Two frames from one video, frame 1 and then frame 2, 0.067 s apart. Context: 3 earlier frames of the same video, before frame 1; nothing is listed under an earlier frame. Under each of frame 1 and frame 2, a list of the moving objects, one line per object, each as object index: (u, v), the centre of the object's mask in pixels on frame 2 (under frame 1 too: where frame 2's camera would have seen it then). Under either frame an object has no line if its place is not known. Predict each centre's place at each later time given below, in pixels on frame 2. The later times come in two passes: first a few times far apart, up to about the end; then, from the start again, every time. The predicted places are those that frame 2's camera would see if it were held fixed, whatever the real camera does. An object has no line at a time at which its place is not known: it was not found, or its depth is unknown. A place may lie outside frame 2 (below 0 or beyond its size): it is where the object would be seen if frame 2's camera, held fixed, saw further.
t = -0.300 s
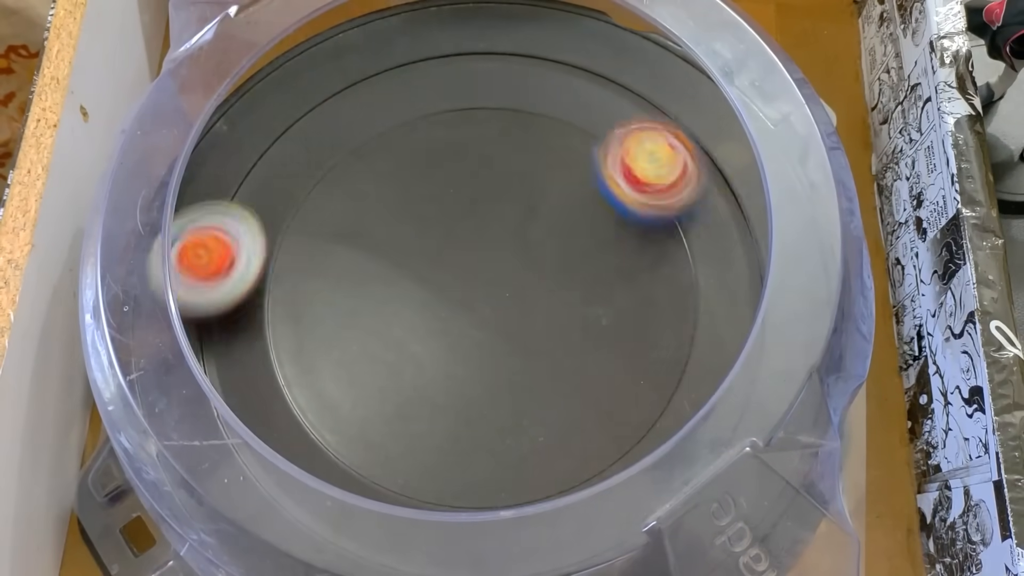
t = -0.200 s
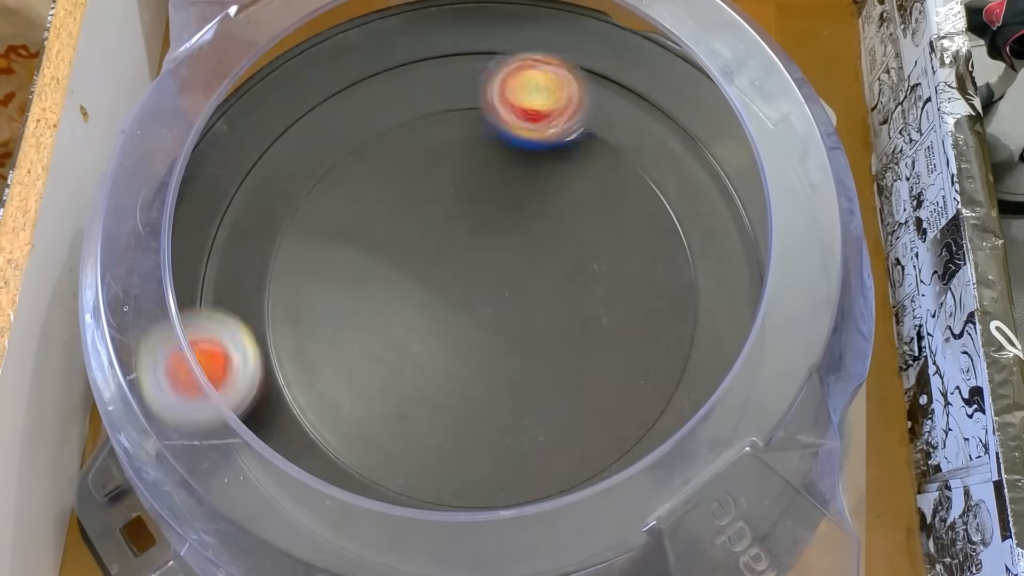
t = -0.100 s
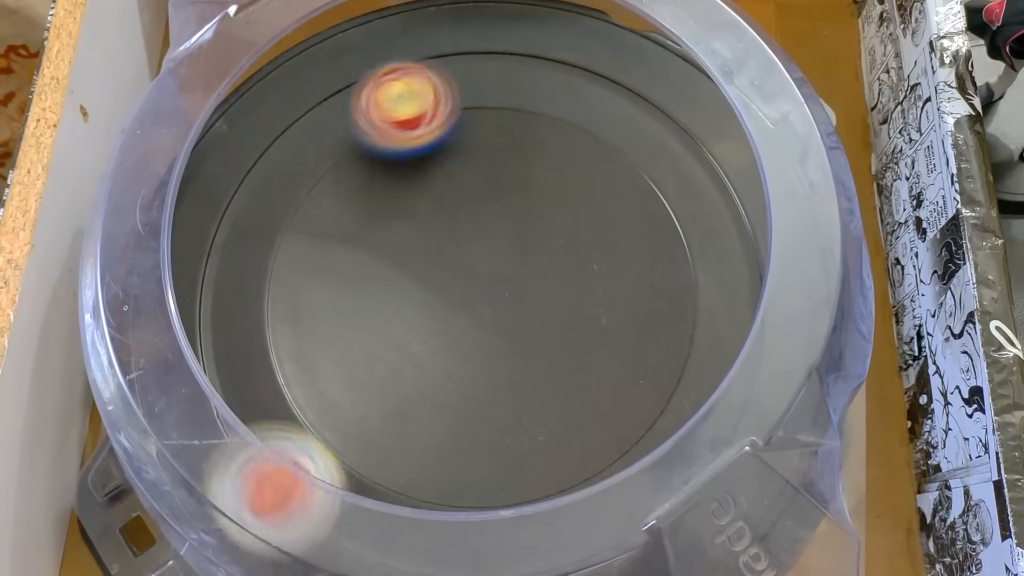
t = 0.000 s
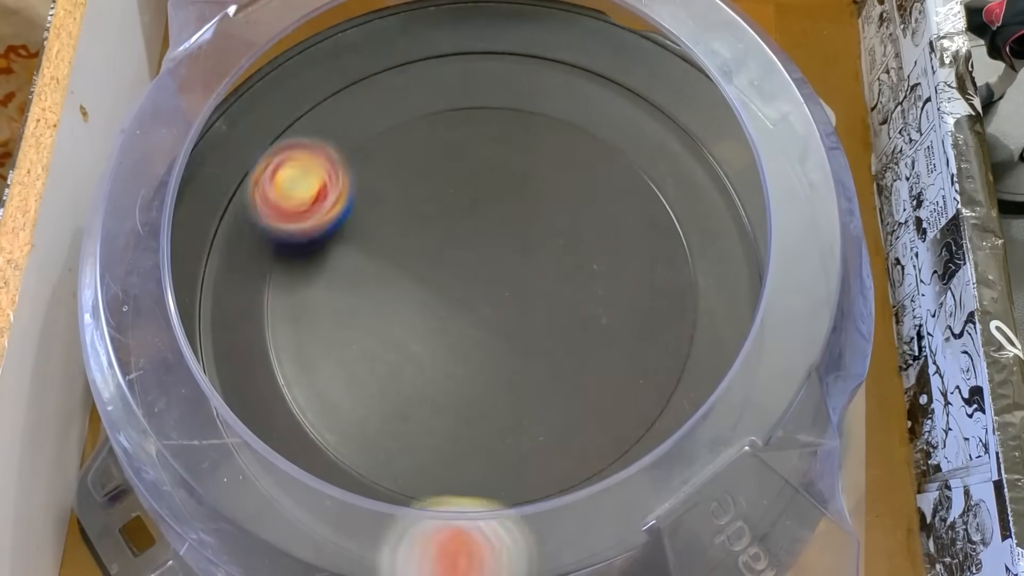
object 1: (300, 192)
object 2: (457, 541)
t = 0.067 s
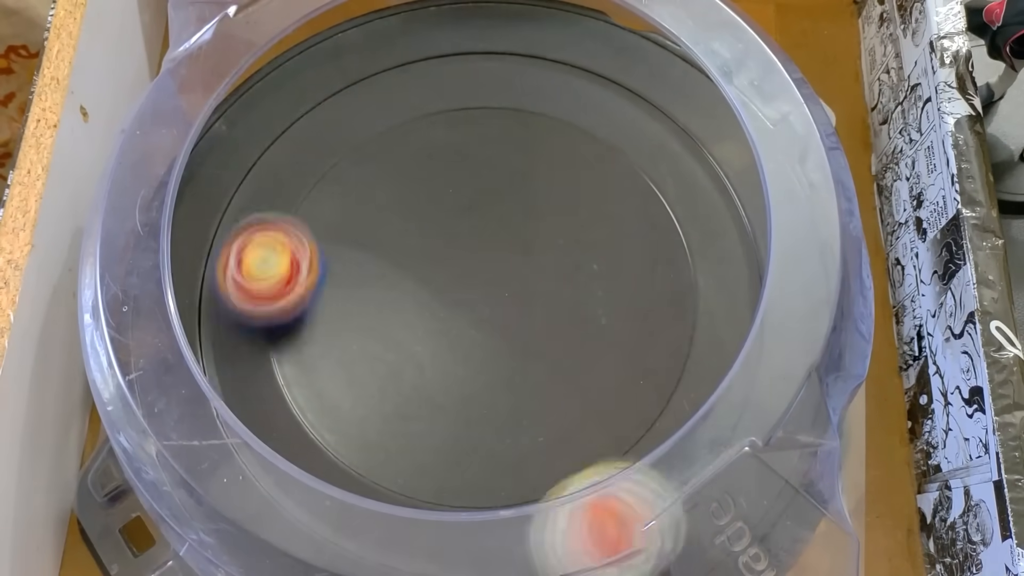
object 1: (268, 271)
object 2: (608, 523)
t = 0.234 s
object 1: (366, 456)
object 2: (746, 220)
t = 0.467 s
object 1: (662, 382)
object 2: (399, 45)
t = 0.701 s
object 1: (582, 120)
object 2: (211, 387)
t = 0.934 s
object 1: (309, 179)
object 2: (647, 504)
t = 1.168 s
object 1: (339, 444)
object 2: (675, 106)
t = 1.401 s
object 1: (639, 408)
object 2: (288, 104)
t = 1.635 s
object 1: (611, 140)
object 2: (277, 486)
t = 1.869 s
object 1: (344, 146)
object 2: (705, 453)
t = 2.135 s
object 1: (322, 430)
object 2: (591, 51)
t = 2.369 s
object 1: (620, 430)
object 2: (231, 178)
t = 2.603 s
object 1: (647, 173)
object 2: (340, 524)
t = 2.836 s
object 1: (397, 113)
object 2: (733, 406)
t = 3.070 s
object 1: (267, 333)
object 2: (613, 60)
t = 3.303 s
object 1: (484, 475)
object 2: (249, 147)
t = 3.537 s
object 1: (680, 304)
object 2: (286, 492)
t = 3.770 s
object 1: (495, 96)
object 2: (725, 428)
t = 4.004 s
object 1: (283, 223)
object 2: (631, 68)
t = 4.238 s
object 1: (360, 445)
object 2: (275, 118)
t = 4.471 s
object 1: (626, 402)
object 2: (236, 422)
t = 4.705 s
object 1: (637, 157)
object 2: (426, 508)
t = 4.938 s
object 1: (405, 112)
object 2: (637, 302)
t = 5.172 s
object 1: (284, 305)
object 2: (459, 83)
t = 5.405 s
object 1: (460, 464)
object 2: (261, 139)
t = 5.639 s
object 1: (673, 344)
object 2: (222, 352)
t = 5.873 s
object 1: (589, 135)
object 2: (446, 438)
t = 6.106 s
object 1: (366, 153)
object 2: (656, 235)
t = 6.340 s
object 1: (293, 358)
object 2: (526, 40)
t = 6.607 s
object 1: (524, 464)
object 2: (393, 71)
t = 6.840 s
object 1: (661, 288)
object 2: (346, 153)
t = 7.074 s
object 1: (519, 130)
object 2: (391, 392)
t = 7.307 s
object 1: (319, 199)
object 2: (663, 340)
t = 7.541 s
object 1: (320, 401)
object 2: (655, 128)
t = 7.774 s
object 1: (551, 436)
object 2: (560, 105)
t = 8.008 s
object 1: (626, 236)
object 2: (357, 223)
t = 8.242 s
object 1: (454, 139)
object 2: (434, 449)
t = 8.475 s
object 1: (321, 280)
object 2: (676, 380)
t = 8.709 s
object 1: (454, 427)
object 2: (641, 216)
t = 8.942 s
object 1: (609, 326)
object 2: (397, 181)
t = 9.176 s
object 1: (522, 182)
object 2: (290, 380)
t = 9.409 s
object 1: (373, 255)
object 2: (390, 516)
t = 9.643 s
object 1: (417, 389)
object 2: (445, 493)
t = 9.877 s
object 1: (530, 273)
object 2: (592, 438)
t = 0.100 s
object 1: (267, 315)
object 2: (671, 485)
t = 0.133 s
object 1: (275, 362)
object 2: (720, 425)
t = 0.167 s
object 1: (295, 400)
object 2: (750, 358)
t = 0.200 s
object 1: (326, 431)
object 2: (760, 286)
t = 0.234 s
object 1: (366, 456)
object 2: (746, 220)
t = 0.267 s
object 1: (409, 480)
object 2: (714, 163)
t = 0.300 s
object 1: (457, 488)
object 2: (678, 113)
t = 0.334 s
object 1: (508, 486)
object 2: (636, 75)
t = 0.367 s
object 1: (556, 473)
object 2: (579, 49)
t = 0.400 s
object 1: (594, 445)
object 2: (521, 39)
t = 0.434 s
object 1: (633, 415)
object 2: (459, 38)
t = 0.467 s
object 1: (662, 382)
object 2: (399, 45)
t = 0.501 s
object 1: (683, 343)
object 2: (340, 68)
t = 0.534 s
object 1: (692, 300)
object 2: (291, 101)
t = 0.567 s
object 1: (689, 253)
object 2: (247, 147)
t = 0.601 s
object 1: (674, 210)
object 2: (222, 201)
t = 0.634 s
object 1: (650, 174)
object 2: (199, 262)
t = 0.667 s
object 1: (620, 144)
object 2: (195, 325)
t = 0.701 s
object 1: (582, 120)
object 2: (211, 387)
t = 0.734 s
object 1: (542, 105)
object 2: (242, 449)
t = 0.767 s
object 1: (499, 98)
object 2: (293, 500)
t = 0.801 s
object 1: (455, 99)
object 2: (357, 529)
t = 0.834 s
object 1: (414, 108)
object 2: (431, 539)
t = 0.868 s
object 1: (375, 124)
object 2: (512, 539)
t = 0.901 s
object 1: (339, 149)
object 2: (584, 531)
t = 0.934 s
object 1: (309, 179)
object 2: (647, 504)
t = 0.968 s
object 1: (286, 214)
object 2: (700, 456)
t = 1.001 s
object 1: (271, 254)
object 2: (735, 392)
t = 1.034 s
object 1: (266, 296)
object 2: (758, 335)
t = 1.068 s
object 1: (269, 339)
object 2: (757, 266)
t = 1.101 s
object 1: (281, 380)
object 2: (731, 206)
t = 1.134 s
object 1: (307, 414)
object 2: (708, 152)
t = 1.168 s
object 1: (339, 444)
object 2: (675, 106)
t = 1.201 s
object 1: (377, 467)
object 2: (628, 70)
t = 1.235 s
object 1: (422, 484)
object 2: (575, 47)
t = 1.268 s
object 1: (471, 487)
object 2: (516, 39)
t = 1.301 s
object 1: (519, 483)
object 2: (454, 38)
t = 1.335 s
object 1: (564, 458)
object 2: (395, 46)
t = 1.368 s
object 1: (604, 437)
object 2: (337, 70)
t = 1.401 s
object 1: (639, 408)
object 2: (288, 104)
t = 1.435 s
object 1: (667, 373)
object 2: (247, 149)
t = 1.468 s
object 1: (686, 332)
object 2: (222, 202)
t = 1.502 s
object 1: (691, 289)
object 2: (202, 259)
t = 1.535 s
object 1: (684, 242)
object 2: (197, 321)
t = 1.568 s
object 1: (668, 204)
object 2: (207, 379)
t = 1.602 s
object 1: (642, 168)
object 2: (236, 437)
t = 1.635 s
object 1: (611, 140)
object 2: (277, 486)
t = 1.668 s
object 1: (576, 118)
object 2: (334, 522)
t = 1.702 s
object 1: (535, 104)
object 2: (393, 535)
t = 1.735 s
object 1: (494, 99)
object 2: (462, 541)
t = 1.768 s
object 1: (455, 100)
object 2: (534, 537)
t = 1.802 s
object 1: (414, 110)
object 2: (597, 528)
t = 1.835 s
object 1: (377, 124)
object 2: (653, 501)
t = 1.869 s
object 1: (344, 146)
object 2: (705, 453)
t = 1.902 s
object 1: (314, 174)
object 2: (737, 393)
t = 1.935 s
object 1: (290, 207)
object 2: (757, 338)
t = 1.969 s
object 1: (274, 243)
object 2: (761, 274)
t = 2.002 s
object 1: (265, 283)
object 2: (733, 216)
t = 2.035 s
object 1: (266, 325)
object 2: (715, 161)
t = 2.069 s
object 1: (274, 366)
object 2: (683, 114)
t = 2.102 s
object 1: (294, 401)
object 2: (642, 78)
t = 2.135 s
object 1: (322, 430)
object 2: (591, 51)
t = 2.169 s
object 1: (359, 458)
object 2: (533, 40)
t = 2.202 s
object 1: (400, 476)
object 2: (473, 38)
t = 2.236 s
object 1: (445, 475)
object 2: (413, 42)
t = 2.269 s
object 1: (494, 485)
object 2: (359, 60)
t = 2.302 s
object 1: (542, 476)
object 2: (306, 91)
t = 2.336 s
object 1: (583, 458)
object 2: (263, 131)
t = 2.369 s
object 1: (620, 430)
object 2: (231, 178)
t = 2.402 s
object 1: (648, 400)
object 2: (208, 231)
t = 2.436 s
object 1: (671, 365)
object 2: (198, 288)
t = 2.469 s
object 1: (686, 326)
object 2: (200, 347)
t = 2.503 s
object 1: (690, 284)
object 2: (215, 400)
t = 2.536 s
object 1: (684, 244)
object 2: (246, 451)
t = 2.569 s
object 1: (670, 207)
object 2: (289, 497)
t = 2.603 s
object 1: (647, 173)
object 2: (340, 524)
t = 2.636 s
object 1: (620, 147)
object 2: (398, 536)
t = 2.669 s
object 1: (587, 125)
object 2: (461, 542)
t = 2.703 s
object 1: (549, 110)
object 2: (525, 539)
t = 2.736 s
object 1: (512, 102)
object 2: (589, 530)
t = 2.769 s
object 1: (474, 99)
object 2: (649, 505)
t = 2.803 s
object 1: (435, 102)
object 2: (697, 464)
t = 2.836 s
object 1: (397, 113)
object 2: (733, 406)
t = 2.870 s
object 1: (364, 128)
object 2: (755, 353)
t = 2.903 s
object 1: (332, 153)
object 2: (764, 292)
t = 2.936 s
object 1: (305, 182)
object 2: (753, 231)
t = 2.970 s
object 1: (285, 215)
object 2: (723, 179)
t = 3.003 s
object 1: (272, 251)
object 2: (697, 132)
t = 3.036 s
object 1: (265, 291)
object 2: (659, 90)
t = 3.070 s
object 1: (267, 333)
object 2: (613, 60)
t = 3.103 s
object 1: (277, 370)
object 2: (555, 42)
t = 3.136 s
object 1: (296, 403)
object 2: (500, 37)
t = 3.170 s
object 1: (327, 431)
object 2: (442, 40)
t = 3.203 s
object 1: (361, 456)
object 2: (383, 50)
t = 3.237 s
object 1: (397, 473)
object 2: (333, 73)
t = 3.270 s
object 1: (442, 484)
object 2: (287, 105)
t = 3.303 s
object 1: (484, 475)
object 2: (249, 147)
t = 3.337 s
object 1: (526, 469)
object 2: (225, 196)
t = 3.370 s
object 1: (569, 461)
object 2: (205, 246)
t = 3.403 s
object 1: (599, 436)
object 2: (197, 301)
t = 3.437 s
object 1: (632, 411)
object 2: (202, 354)
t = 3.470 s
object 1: (656, 380)
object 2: (219, 406)
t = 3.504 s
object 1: (673, 344)
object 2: (247, 453)
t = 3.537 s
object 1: (680, 304)
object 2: (286, 492)
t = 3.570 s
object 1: (677, 263)
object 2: (331, 520)
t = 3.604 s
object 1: (668, 224)
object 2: (384, 534)
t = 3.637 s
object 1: (650, 190)
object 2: (444, 541)
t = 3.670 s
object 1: (627, 158)
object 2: (508, 540)
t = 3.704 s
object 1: (600, 133)
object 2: (573, 533)
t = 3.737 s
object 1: (533, 100)
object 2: (686, 477)
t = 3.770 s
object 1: (495, 96)
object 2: (725, 428)
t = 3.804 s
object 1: (456, 99)
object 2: (750, 372)
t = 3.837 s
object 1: (420, 105)
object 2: (765, 312)
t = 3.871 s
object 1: (384, 118)
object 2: (760, 253)
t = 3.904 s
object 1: (353, 139)
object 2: (731, 197)
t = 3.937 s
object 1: (325, 162)
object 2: (710, 148)
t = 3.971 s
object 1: (301, 191)
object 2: (673, 103)
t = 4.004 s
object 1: (283, 223)
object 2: (631, 68)
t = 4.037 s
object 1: (271, 259)
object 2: (578, 46)
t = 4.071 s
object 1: (267, 293)
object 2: (522, 37)
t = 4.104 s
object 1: (269, 332)
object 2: (465, 36)
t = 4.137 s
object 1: (281, 368)
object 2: (412, 43)
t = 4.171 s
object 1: (298, 398)
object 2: (361, 58)
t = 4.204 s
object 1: (326, 425)
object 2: (315, 86)
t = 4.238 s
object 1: (360, 445)
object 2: (275, 118)
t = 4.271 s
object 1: (398, 459)
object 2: (244, 158)
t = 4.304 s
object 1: (438, 467)
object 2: (224, 201)
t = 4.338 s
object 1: (479, 467)
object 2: (209, 245)
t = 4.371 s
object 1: (521, 461)
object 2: (198, 289)
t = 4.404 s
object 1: (559, 446)
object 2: (202, 337)
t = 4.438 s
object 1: (598, 427)
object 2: (216, 382)
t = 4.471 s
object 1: (626, 402)
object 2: (236, 422)
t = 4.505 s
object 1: (652, 372)
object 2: (260, 457)
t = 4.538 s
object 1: (668, 334)
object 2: (286, 484)
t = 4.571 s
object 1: (676, 296)
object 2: (315, 504)
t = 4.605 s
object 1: (677, 257)
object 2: (342, 516)
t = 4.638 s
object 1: (671, 219)
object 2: (370, 519)
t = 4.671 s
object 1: (658, 186)
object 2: (397, 517)
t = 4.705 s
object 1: (637, 157)
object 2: (426, 508)
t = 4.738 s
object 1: (610, 135)
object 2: (454, 493)
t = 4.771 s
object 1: (577, 119)
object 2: (486, 466)
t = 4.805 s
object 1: (543, 106)
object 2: (522, 451)
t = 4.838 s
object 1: (508, 99)
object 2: (562, 427)
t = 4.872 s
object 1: (472, 97)
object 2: (598, 392)
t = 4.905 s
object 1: (438, 101)
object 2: (623, 349)
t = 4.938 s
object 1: (405, 112)
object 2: (637, 302)
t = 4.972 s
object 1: (373, 127)
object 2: (637, 255)
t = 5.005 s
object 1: (344, 150)
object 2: (626, 210)
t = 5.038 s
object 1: (320, 174)
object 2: (605, 170)
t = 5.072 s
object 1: (303, 203)
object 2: (576, 136)
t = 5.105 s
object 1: (290, 235)
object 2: (539, 110)
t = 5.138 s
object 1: (284, 269)
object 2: (501, 92)
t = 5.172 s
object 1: (284, 305)
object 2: (459, 83)
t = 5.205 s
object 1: (291, 340)
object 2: (419, 76)
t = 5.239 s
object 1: (305, 375)
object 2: (384, 69)
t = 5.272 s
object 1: (326, 404)
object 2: (355, 62)
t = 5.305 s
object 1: (352, 430)
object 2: (330, 70)
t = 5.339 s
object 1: (385, 449)
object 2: (310, 90)
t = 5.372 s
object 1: (423, 460)
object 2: (285, 112)
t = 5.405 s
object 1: (460, 464)
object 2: (261, 139)
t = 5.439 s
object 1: (500, 464)
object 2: (240, 170)
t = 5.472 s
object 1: (537, 455)
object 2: (224, 207)
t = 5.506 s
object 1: (573, 444)
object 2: (218, 243)
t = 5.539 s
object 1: (604, 425)
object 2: (209, 276)
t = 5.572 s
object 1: (633, 403)
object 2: (208, 304)
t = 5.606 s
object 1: (656, 375)
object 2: (213, 330)
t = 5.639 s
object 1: (673, 344)
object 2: (222, 352)
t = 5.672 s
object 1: (681, 307)
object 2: (239, 369)
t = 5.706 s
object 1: (681, 271)
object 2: (259, 382)
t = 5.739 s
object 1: (674, 237)
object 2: (287, 393)
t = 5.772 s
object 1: (660, 206)
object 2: (317, 408)
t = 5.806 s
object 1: (641, 177)
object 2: (351, 421)
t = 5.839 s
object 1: (617, 153)
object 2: (398, 434)
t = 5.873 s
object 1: (589, 135)
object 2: (446, 438)
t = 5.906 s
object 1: (556, 121)
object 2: (495, 434)
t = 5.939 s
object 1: (525, 114)
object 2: (543, 419)
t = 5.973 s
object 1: (491, 112)
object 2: (584, 394)
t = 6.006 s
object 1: (457, 114)
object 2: (617, 360)
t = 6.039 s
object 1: (427, 122)
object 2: (641, 320)
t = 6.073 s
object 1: (394, 136)
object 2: (653, 278)
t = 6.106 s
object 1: (366, 153)
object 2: (656, 235)
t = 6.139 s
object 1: (340, 177)
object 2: (651, 193)
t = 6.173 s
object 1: (319, 202)
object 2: (634, 153)
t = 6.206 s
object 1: (304, 230)
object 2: (609, 122)
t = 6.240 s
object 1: (292, 261)
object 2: (582, 96)
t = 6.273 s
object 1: (287, 291)
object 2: (559, 72)
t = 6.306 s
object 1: (287, 324)
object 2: (542, 53)
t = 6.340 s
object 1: (293, 358)
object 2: (526, 40)
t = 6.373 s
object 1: (306, 389)
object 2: (505, 39)
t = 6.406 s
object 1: (325, 416)
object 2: (478, 43)
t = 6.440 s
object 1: (350, 438)
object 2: (456, 48)
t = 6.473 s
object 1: (382, 454)
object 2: (437, 54)
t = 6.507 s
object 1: (415, 464)
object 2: (423, 58)
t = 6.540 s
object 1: (450, 469)
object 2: (412, 62)
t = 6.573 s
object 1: (490, 470)
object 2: (402, 65)
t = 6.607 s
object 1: (524, 464)
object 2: (393, 71)
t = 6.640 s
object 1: (558, 451)
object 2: (385, 77)
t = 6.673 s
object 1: (590, 434)
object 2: (378, 84)
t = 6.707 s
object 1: (615, 414)
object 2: (371, 93)
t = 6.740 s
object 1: (638, 387)
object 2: (365, 103)
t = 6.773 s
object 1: (654, 355)
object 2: (359, 115)
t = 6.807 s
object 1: (660, 322)
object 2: (353, 130)
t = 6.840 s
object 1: (661, 288)
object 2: (346, 153)
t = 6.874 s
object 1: (656, 256)
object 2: (335, 181)
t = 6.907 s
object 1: (645, 225)
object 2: (326, 213)
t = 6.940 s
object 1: (628, 197)
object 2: (322, 252)
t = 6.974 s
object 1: (606, 174)
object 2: (324, 290)
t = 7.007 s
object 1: (579, 154)
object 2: (338, 328)
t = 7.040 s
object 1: (551, 139)
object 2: (361, 364)
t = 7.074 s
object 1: (519, 130)
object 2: (391, 392)
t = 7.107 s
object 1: (487, 125)
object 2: (428, 410)
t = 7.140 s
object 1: (454, 126)
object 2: (473, 422)
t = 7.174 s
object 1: (423, 132)
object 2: (515, 423)
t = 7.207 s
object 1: (392, 143)
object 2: (560, 415)
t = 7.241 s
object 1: (365, 157)
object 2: (601, 398)
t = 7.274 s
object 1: (340, 176)
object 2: (634, 371)
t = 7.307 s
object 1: (319, 199)
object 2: (663, 340)
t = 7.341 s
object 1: (302, 224)
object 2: (681, 304)
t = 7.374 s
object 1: (292, 250)
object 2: (691, 265)
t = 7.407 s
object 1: (285, 282)
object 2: (687, 227)
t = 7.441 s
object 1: (284, 313)
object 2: (680, 192)
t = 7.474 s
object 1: (290, 342)
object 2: (673, 165)
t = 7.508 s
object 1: (303, 374)
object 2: (664, 143)
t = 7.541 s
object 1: (320, 401)
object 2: (655, 128)
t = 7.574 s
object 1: (346, 425)
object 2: (645, 117)
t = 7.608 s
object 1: (377, 441)
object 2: (634, 109)
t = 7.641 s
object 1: (410, 453)
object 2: (621, 104)
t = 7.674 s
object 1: (445, 457)
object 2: (609, 101)
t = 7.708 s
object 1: (481, 456)
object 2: (595, 101)
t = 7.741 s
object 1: (519, 450)
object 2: (579, 102)
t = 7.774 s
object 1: (551, 436)
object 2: (560, 105)
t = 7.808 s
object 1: (580, 416)
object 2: (535, 110)
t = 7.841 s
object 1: (604, 391)
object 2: (504, 116)
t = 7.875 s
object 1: (622, 361)
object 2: (468, 127)
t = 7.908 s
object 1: (631, 331)
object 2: (433, 143)
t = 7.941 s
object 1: (637, 297)
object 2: (402, 165)
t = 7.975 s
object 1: (635, 266)
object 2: (376, 192)
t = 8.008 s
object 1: (626, 236)
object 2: (357, 223)
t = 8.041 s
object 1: (613, 208)
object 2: (344, 260)
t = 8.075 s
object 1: (594, 184)
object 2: (339, 296)
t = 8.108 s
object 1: (571, 165)
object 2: (341, 333)
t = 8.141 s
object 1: (543, 150)
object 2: (353, 369)
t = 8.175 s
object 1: (515, 141)
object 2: (373, 401)
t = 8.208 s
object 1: (484, 137)
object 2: (401, 428)
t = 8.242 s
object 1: (454, 139)
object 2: (434, 449)
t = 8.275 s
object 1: (424, 147)
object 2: (469, 460)
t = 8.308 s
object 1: (396, 159)
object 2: (509, 467)
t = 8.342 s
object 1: (371, 176)
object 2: (550, 464)
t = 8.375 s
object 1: (352, 198)
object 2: (592, 451)
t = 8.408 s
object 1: (338, 223)
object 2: (627, 429)
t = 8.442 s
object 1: (325, 251)
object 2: (656, 405)
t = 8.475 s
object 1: (321, 280)
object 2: (676, 380)
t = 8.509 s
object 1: (324, 310)
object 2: (689, 358)
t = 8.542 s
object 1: (332, 340)
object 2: (695, 338)
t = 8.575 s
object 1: (345, 369)
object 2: (694, 321)
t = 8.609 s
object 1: (365, 390)
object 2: (690, 302)
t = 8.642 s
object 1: (392, 408)
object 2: (679, 275)
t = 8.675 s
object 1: (423, 421)
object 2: (663, 244)
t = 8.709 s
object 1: (454, 427)
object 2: (641, 216)
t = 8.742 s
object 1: (485, 425)
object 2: (614, 192)
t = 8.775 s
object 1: (515, 419)
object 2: (582, 174)
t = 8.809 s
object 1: (543, 408)
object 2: (547, 164)
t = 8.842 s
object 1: (568, 393)
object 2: (509, 159)
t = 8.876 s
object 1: (587, 374)
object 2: (470, 160)
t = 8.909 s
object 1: (600, 351)
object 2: (433, 168)
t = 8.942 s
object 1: (609, 326)
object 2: (397, 181)
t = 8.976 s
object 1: (613, 299)
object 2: (367, 198)
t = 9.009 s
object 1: (612, 273)
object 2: (339, 222)
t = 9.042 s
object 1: (603, 247)
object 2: (317, 249)
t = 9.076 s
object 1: (588, 224)
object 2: (300, 279)
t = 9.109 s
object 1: (569, 203)
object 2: (289, 311)
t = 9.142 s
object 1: (547, 189)
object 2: (285, 346)
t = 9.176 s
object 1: (522, 182)
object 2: (290, 380)
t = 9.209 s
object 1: (495, 180)
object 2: (307, 409)
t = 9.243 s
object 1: (465, 182)
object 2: (326, 439)
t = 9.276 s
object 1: (440, 189)
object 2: (344, 467)
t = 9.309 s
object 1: (417, 200)
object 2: (358, 487)
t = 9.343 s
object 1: (398, 215)
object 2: (370, 501)
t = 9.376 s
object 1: (384, 234)
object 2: (380, 512)
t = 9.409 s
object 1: (373, 255)
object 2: (390, 516)
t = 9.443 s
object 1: (365, 277)
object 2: (398, 518)
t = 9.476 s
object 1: (363, 299)
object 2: (407, 519)
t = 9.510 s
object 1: (366, 321)
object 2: (414, 517)
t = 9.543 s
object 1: (372, 343)
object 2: (422, 515)
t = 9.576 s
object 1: (384, 363)
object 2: (430, 509)
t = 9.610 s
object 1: (399, 379)
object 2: (438, 501)
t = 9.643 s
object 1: (417, 389)
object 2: (445, 493)
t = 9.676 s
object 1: (438, 390)
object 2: (457, 486)
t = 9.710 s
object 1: (459, 375)
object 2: (476, 492)
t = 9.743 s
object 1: (481, 354)
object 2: (497, 493)
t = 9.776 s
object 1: (502, 334)
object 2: (519, 490)
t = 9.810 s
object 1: (516, 314)
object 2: (541, 478)
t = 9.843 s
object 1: (526, 293)
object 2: (566, 462)
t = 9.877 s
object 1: (530, 273)
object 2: (592, 438)
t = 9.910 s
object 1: (528, 254)
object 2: (613, 410)
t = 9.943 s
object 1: (521, 238)
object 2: (629, 378)
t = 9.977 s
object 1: (513, 224)
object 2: (636, 342)
